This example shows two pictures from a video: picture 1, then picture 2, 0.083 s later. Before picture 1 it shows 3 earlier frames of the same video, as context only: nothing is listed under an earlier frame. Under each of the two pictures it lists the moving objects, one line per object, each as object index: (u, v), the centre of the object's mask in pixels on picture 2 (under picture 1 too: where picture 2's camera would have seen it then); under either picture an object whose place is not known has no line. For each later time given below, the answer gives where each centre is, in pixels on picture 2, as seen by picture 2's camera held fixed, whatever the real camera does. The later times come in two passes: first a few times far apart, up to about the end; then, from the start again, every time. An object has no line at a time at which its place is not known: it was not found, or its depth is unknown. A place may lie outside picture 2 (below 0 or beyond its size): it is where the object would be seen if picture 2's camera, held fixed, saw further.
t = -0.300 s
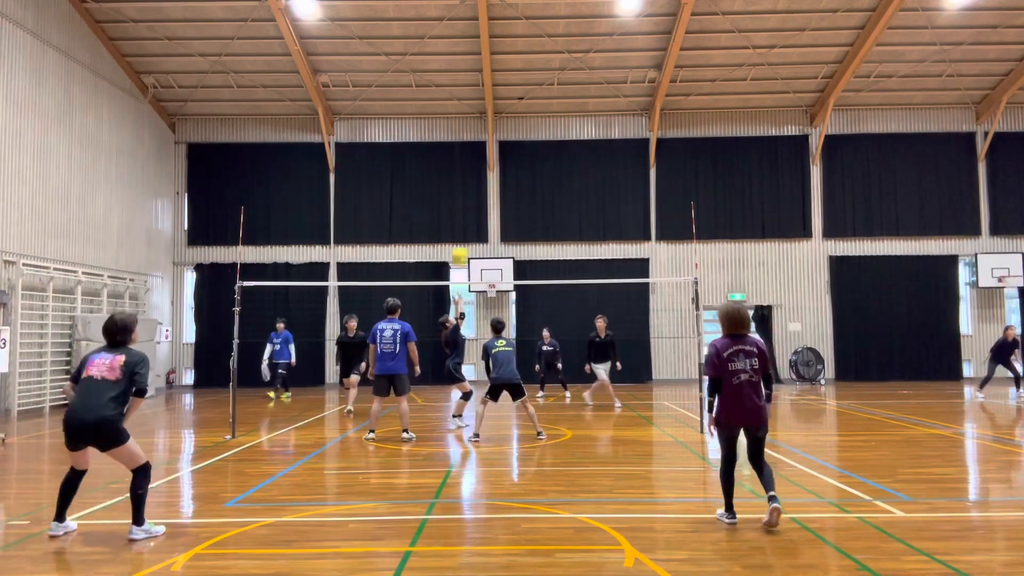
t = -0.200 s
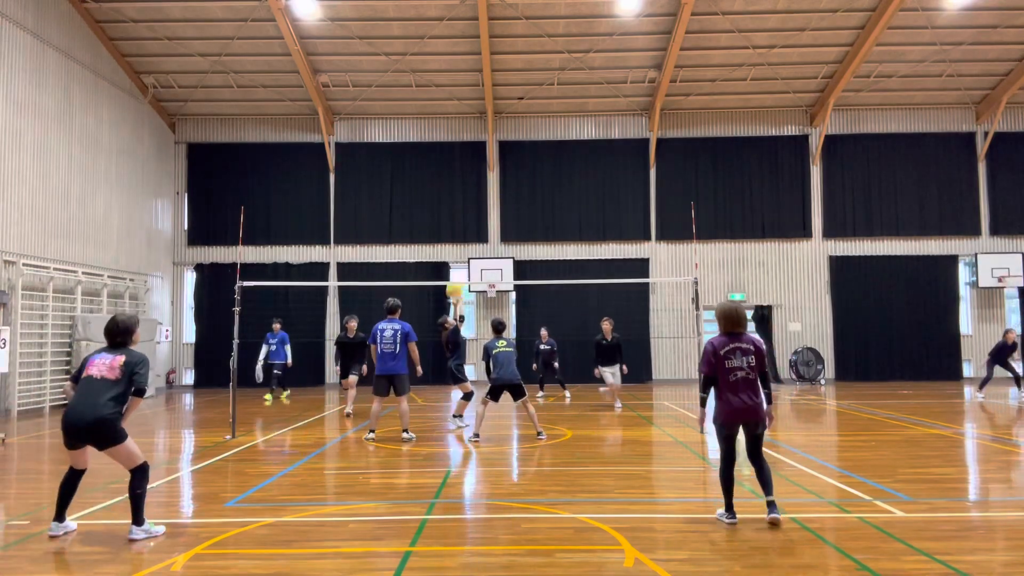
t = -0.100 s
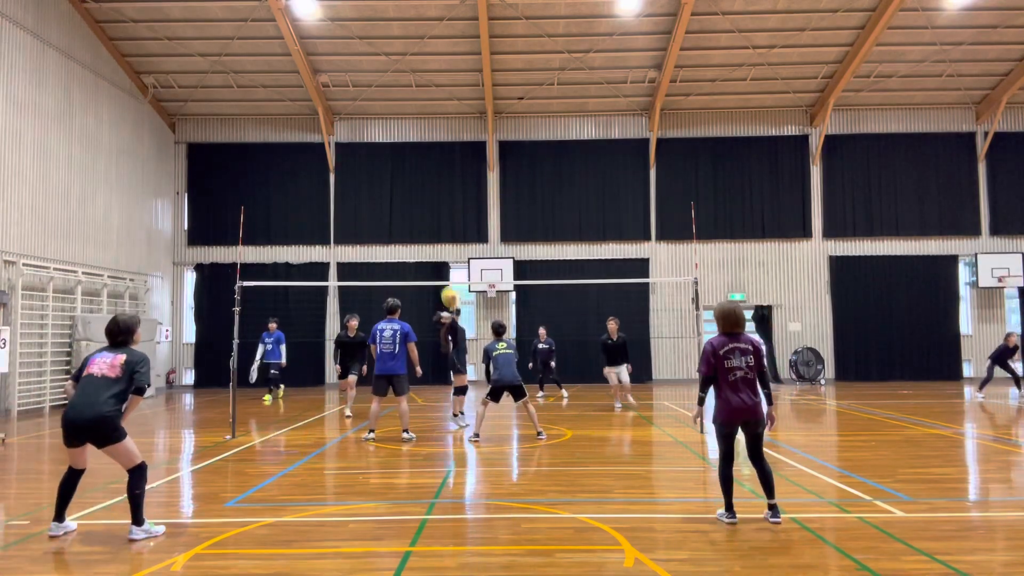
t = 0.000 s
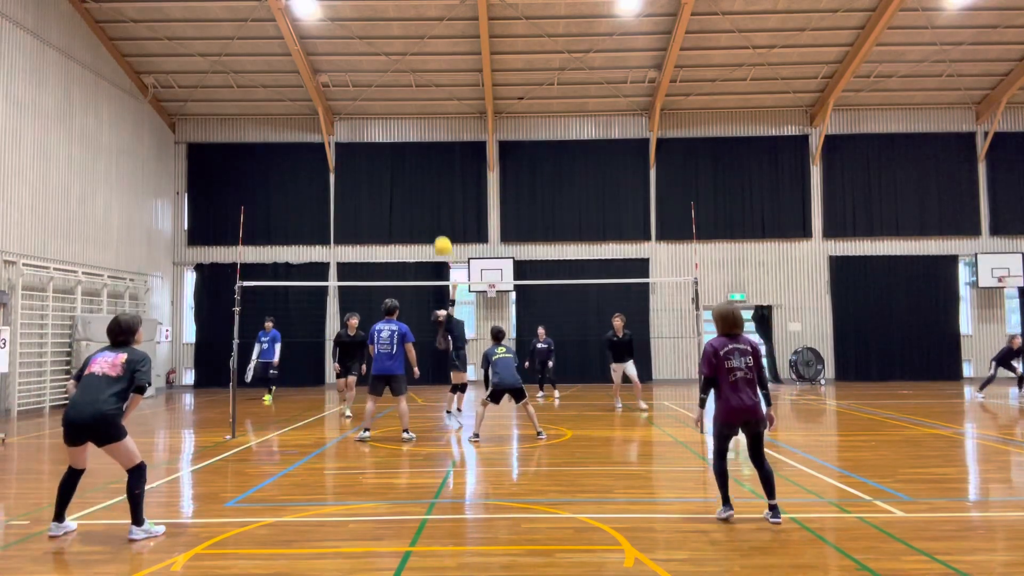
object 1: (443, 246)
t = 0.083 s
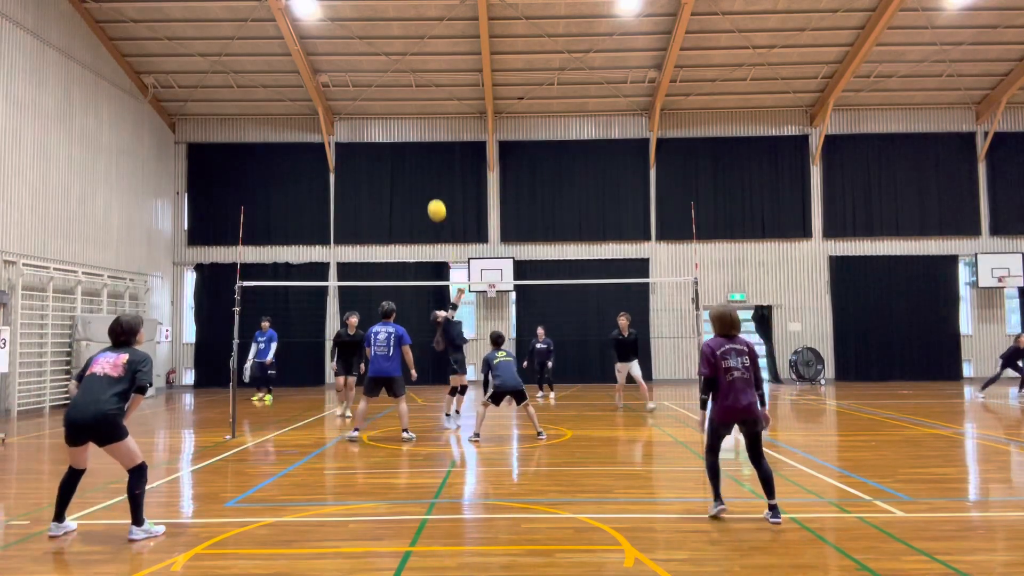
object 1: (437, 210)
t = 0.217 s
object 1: (428, 163)
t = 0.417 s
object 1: (418, 117)
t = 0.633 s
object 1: (408, 99)
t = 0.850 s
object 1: (399, 110)
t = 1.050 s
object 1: (391, 147)
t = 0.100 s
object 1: (435, 204)
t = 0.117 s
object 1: (434, 197)
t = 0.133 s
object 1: (433, 191)
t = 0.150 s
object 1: (432, 185)
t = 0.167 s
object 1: (431, 179)
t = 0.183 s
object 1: (430, 173)
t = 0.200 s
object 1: (429, 168)
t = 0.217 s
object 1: (428, 163)
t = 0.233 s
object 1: (427, 158)
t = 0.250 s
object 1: (426, 153)
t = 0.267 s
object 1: (426, 149)
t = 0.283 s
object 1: (425, 145)
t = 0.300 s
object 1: (424, 140)
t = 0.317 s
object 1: (423, 137)
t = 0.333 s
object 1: (423, 132)
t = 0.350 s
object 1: (422, 129)
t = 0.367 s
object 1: (421, 125)
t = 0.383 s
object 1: (420, 122)
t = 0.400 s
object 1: (419, 120)
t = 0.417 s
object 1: (418, 117)
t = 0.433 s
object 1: (417, 114)
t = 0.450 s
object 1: (417, 112)
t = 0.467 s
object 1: (416, 110)
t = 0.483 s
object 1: (415, 108)
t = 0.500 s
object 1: (415, 106)
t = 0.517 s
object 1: (413, 105)
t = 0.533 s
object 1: (412, 103)
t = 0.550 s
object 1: (412, 102)
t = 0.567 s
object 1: (411, 101)
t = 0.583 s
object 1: (410, 100)
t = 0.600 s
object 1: (410, 99)
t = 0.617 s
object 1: (409, 99)
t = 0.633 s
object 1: (408, 99)
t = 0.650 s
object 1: (407, 99)
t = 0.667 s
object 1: (406, 99)
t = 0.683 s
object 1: (406, 98)
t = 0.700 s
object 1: (405, 99)
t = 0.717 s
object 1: (404, 100)
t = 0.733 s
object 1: (404, 100)
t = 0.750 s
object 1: (403, 101)
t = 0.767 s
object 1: (402, 102)
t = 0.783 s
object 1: (401, 103)
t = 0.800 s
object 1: (401, 104)
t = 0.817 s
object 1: (400, 106)
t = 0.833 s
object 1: (400, 108)
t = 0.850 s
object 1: (399, 110)
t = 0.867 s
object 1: (398, 112)
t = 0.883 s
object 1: (397, 114)
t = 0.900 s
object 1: (397, 117)
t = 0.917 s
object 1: (396, 119)
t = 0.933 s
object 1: (395, 122)
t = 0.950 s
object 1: (395, 126)
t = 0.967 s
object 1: (394, 129)
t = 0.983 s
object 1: (394, 132)
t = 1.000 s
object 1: (392, 136)
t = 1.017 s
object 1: (392, 139)
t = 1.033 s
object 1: (392, 143)
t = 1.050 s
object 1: (391, 147)
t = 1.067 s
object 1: (390, 151)
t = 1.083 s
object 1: (390, 156)
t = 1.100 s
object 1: (389, 160)
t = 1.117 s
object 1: (389, 165)
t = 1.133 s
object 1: (388, 169)
